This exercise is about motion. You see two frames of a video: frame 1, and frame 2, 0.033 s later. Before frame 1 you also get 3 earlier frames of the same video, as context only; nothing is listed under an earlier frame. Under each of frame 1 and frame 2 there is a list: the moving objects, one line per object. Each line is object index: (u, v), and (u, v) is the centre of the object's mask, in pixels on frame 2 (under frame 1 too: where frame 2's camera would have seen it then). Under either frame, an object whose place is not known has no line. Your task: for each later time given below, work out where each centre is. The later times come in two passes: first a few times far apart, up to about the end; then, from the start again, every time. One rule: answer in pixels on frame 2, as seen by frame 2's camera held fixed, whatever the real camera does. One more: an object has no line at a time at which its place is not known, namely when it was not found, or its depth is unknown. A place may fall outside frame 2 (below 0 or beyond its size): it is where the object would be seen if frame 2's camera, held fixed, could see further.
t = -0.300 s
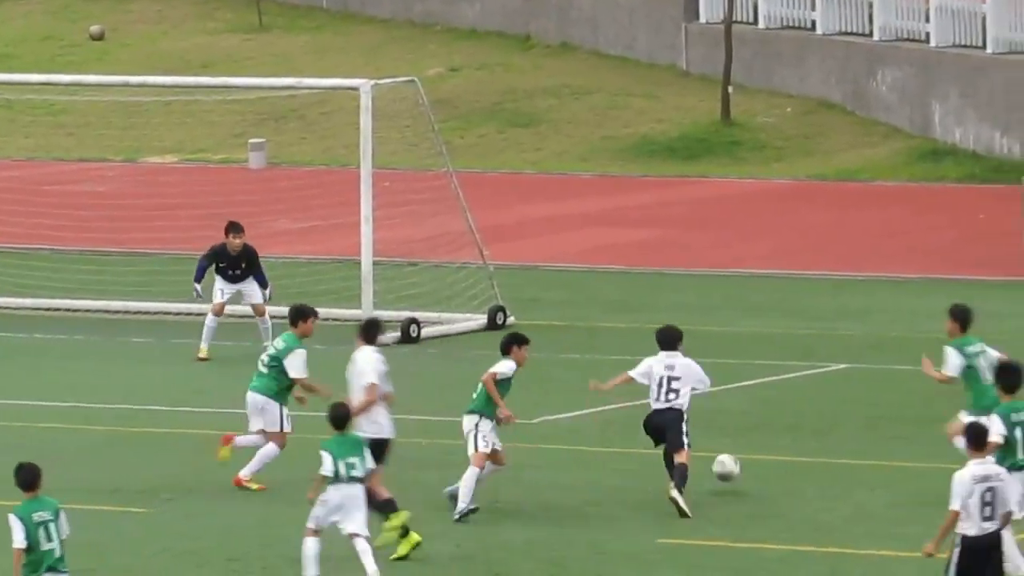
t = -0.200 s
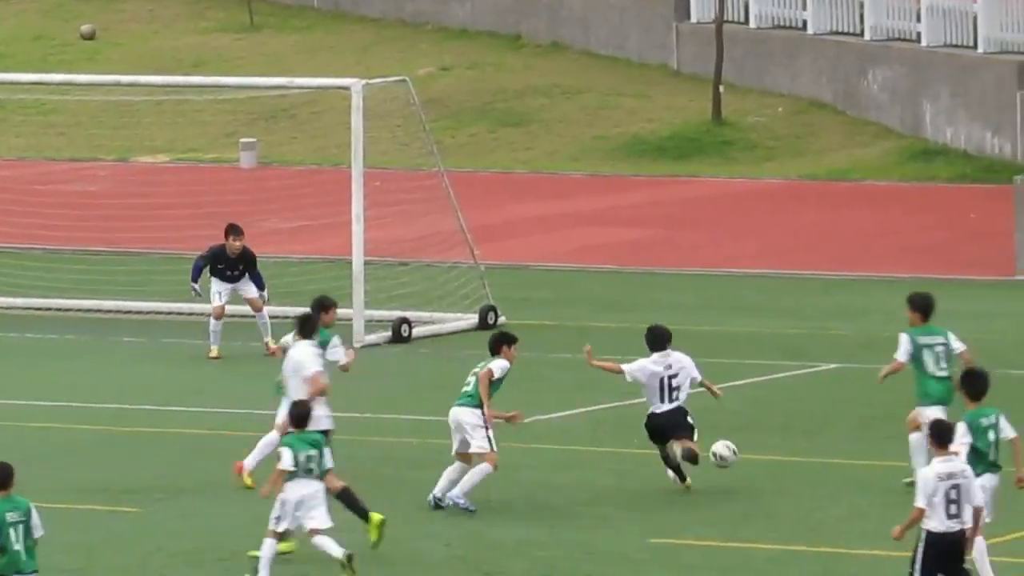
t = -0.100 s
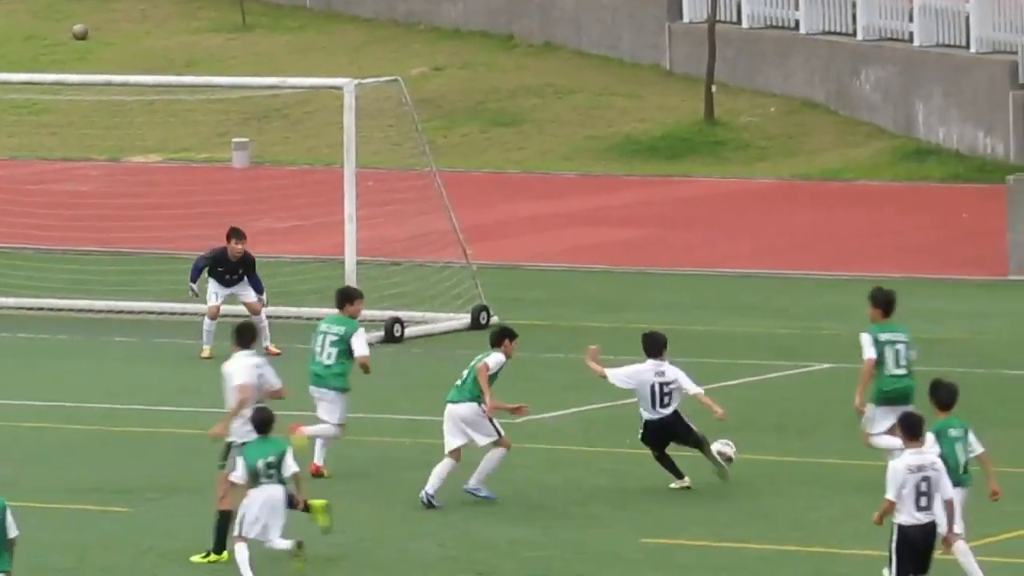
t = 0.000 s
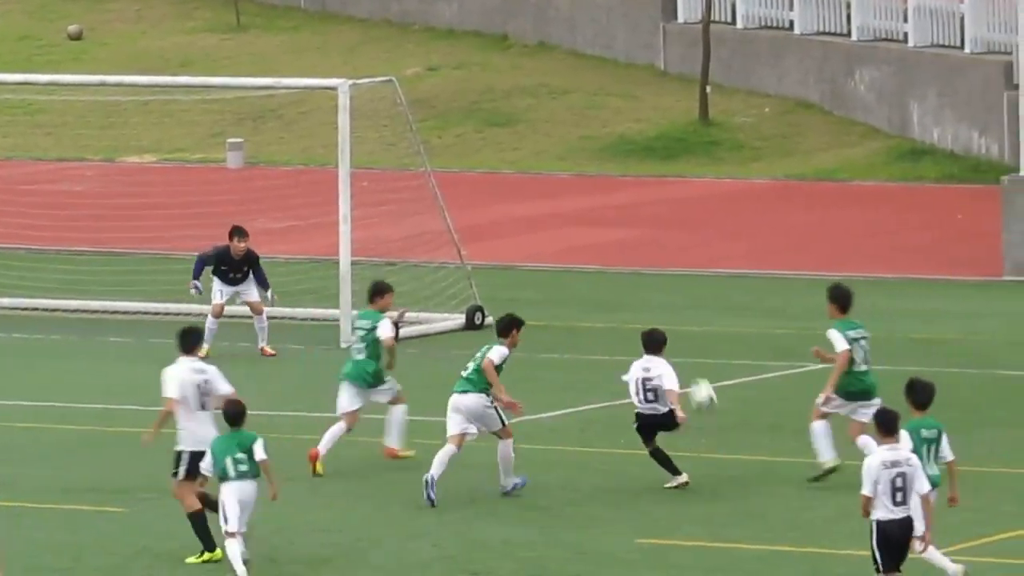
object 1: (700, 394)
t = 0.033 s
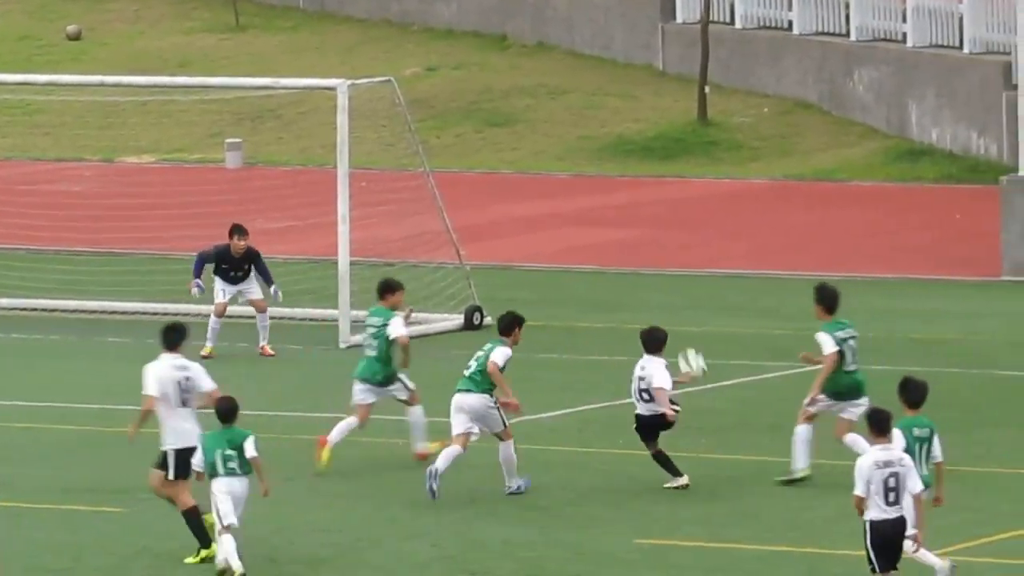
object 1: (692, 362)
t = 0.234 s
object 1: (648, 211)
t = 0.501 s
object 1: (615, 77)
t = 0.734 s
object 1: (603, 23)
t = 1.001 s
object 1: (604, 18)
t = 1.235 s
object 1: (613, 60)
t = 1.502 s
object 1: (633, 152)
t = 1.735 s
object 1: (653, 192)
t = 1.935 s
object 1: (675, 107)
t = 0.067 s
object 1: (682, 335)
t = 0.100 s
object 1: (675, 308)
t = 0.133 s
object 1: (667, 280)
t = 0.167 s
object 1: (661, 255)
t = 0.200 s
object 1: (654, 232)
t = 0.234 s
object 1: (648, 211)
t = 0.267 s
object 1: (642, 189)
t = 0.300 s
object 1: (638, 169)
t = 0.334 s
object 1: (633, 151)
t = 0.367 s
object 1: (628, 134)
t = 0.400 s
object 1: (625, 119)
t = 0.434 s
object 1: (620, 103)
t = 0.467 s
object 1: (618, 90)
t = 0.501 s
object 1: (615, 77)
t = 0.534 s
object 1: (613, 67)
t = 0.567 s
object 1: (611, 57)
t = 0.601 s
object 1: (609, 48)
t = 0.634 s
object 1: (606, 40)
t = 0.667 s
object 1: (605, 33)
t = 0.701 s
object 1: (604, 28)
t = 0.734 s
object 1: (603, 23)
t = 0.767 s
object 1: (602, 19)
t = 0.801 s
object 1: (601, 15)
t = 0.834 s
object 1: (602, 14)
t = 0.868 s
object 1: (601, 13)
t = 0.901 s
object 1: (602, 14)
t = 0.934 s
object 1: (602, 15)
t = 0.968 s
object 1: (603, 16)
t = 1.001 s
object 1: (604, 18)
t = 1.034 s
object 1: (604, 22)
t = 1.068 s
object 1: (606, 26)
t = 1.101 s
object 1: (607, 31)
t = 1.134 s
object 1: (609, 38)
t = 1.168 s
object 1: (611, 43)
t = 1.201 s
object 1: (613, 51)
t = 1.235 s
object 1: (613, 60)
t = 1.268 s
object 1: (616, 69)
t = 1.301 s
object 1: (618, 78)
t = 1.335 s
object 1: (620, 89)
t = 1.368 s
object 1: (622, 100)
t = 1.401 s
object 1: (625, 112)
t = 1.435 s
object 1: (628, 124)
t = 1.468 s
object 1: (630, 138)
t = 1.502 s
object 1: (633, 152)
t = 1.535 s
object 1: (635, 165)
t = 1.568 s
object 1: (637, 181)
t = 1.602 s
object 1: (640, 196)
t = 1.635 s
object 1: (642, 213)
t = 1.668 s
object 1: (647, 229)
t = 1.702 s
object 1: (648, 211)
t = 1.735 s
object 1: (653, 192)
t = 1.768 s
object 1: (657, 176)
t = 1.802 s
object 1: (660, 159)
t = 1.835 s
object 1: (664, 146)
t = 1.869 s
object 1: (668, 131)
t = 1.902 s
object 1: (671, 118)
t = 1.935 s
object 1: (675, 107)
